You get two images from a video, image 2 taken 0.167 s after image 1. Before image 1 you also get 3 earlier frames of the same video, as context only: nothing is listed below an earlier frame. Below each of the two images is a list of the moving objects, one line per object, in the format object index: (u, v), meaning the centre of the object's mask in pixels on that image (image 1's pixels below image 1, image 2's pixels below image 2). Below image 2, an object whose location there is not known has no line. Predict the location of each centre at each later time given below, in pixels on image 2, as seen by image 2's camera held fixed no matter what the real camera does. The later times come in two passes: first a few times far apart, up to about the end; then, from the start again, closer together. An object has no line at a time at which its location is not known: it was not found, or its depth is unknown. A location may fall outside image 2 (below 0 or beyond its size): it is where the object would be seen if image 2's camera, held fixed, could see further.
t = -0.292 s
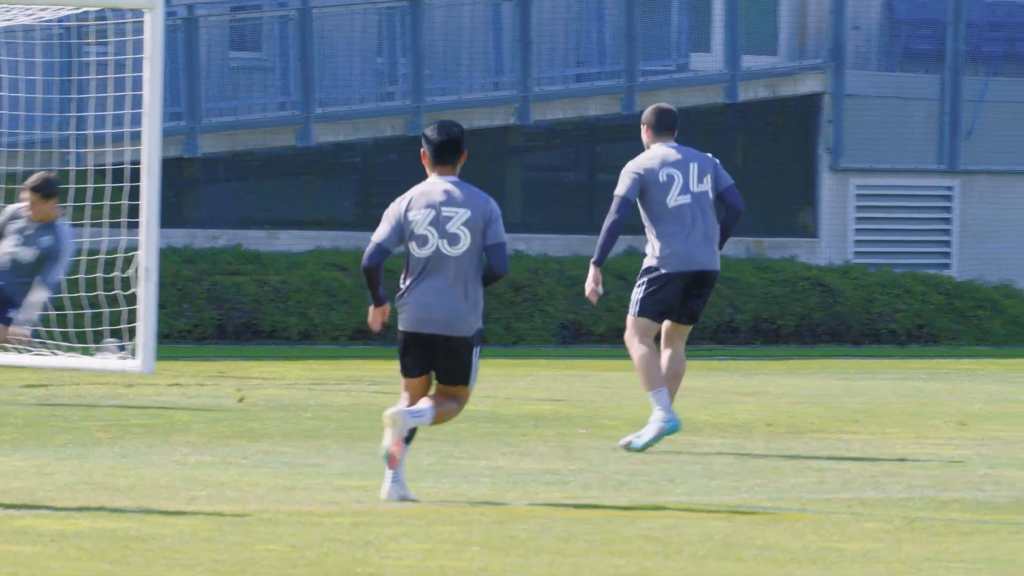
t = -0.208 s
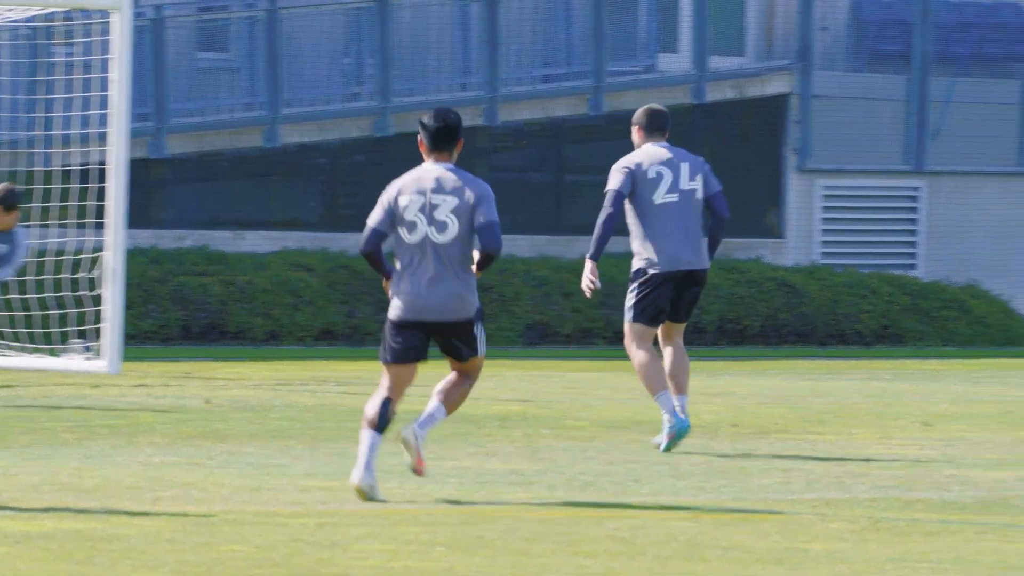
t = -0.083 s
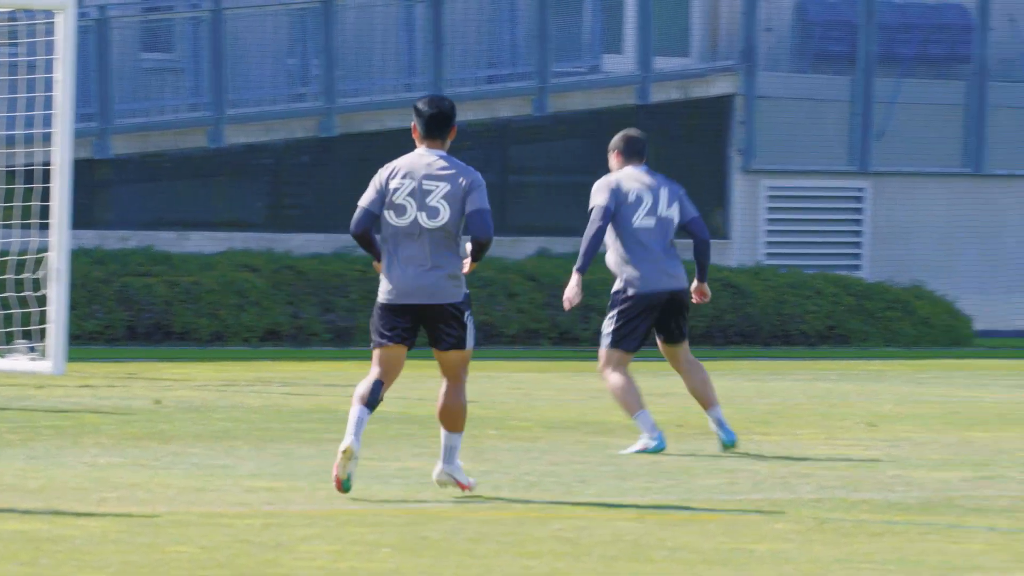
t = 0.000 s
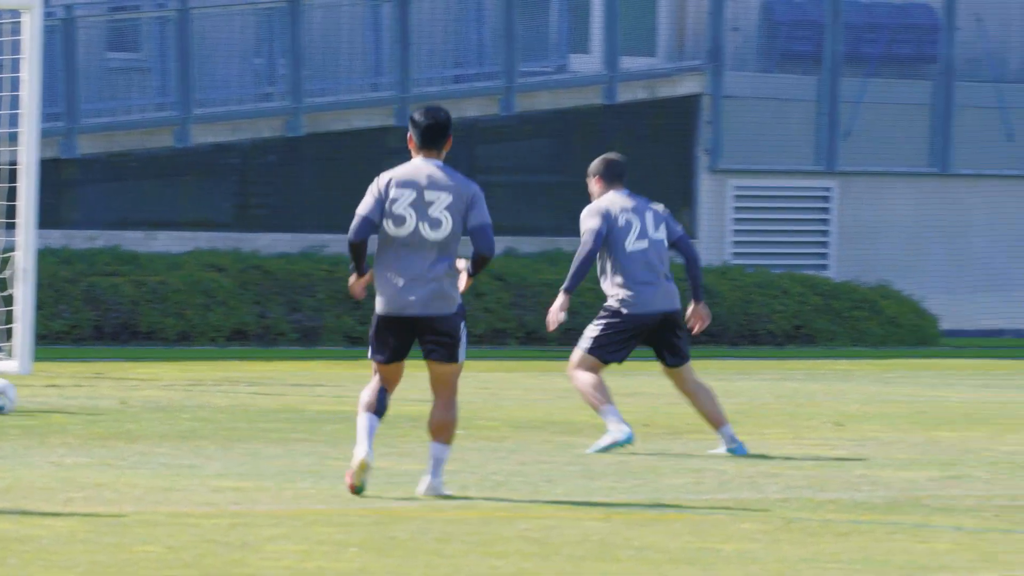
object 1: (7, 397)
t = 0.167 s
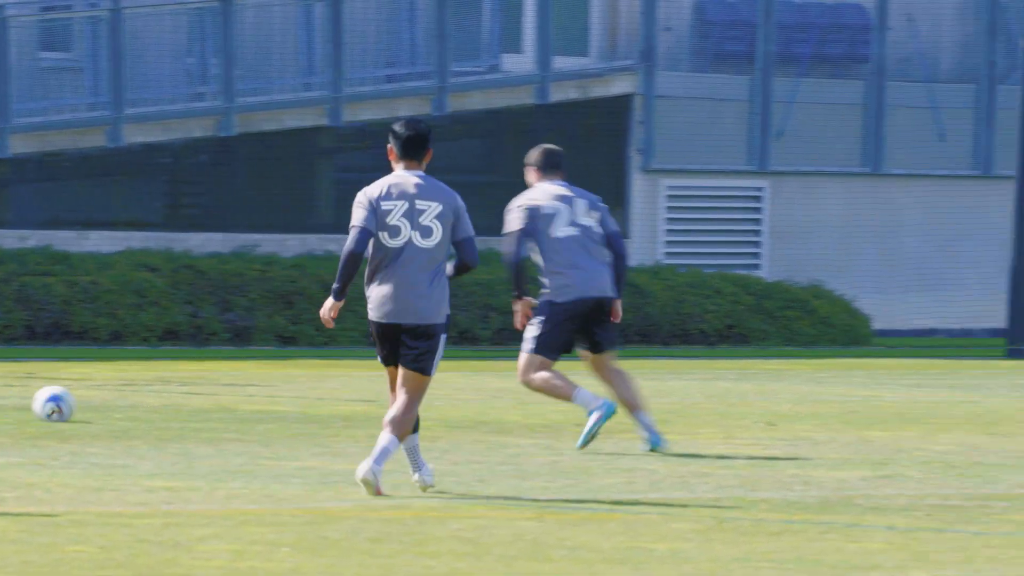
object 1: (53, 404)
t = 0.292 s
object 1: (144, 407)
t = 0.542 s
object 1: (325, 414)
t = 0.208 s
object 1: (83, 404)
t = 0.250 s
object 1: (113, 404)
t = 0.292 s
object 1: (144, 407)
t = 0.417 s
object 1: (235, 411)
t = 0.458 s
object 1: (264, 413)
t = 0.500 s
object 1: (295, 414)
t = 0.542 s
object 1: (325, 414)
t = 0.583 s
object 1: (354, 416)
